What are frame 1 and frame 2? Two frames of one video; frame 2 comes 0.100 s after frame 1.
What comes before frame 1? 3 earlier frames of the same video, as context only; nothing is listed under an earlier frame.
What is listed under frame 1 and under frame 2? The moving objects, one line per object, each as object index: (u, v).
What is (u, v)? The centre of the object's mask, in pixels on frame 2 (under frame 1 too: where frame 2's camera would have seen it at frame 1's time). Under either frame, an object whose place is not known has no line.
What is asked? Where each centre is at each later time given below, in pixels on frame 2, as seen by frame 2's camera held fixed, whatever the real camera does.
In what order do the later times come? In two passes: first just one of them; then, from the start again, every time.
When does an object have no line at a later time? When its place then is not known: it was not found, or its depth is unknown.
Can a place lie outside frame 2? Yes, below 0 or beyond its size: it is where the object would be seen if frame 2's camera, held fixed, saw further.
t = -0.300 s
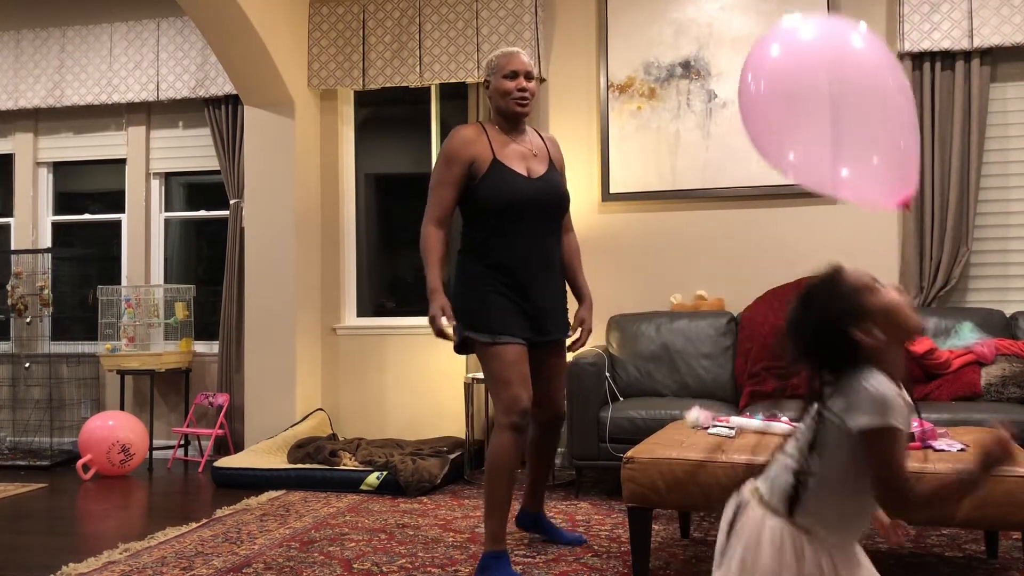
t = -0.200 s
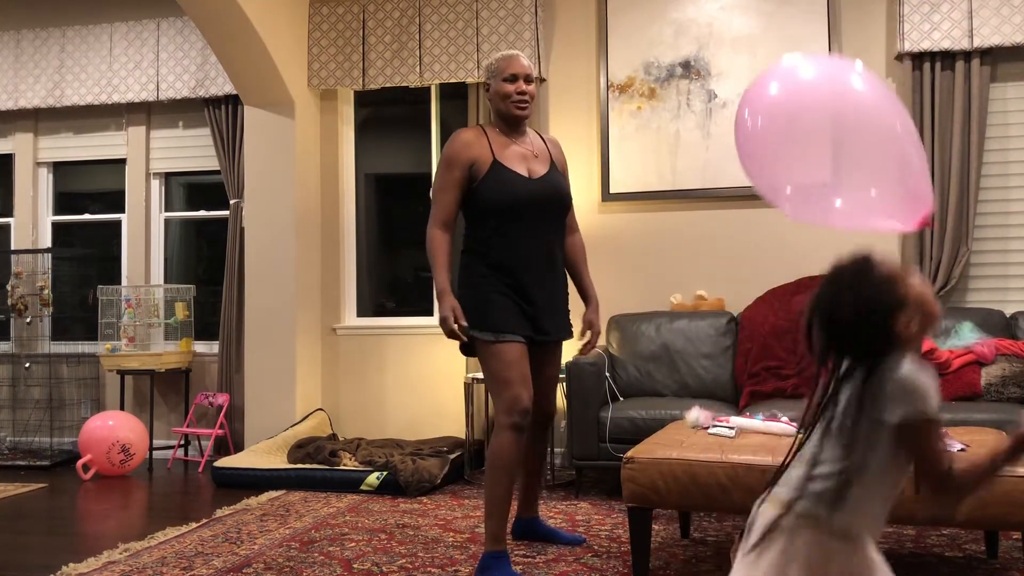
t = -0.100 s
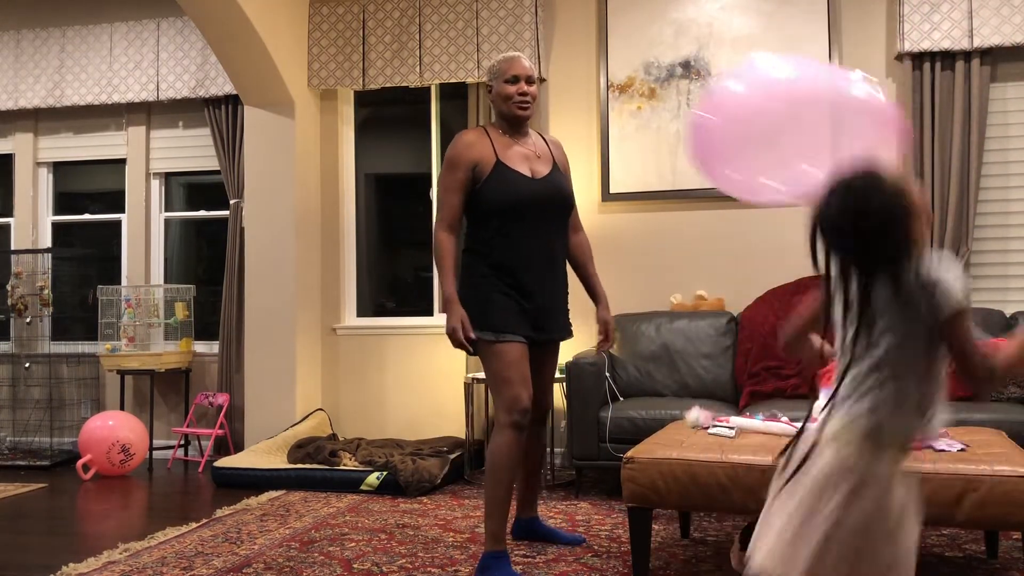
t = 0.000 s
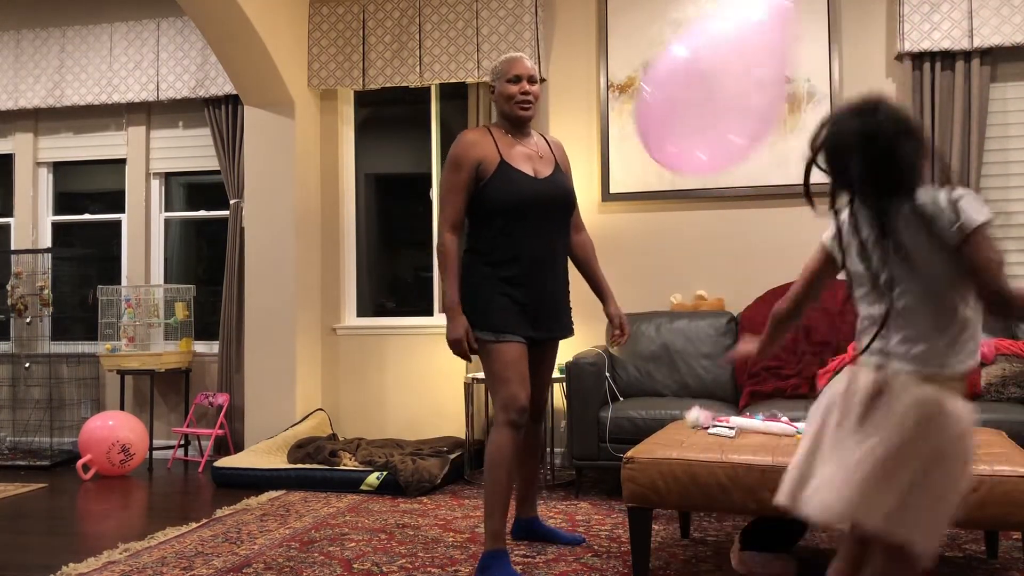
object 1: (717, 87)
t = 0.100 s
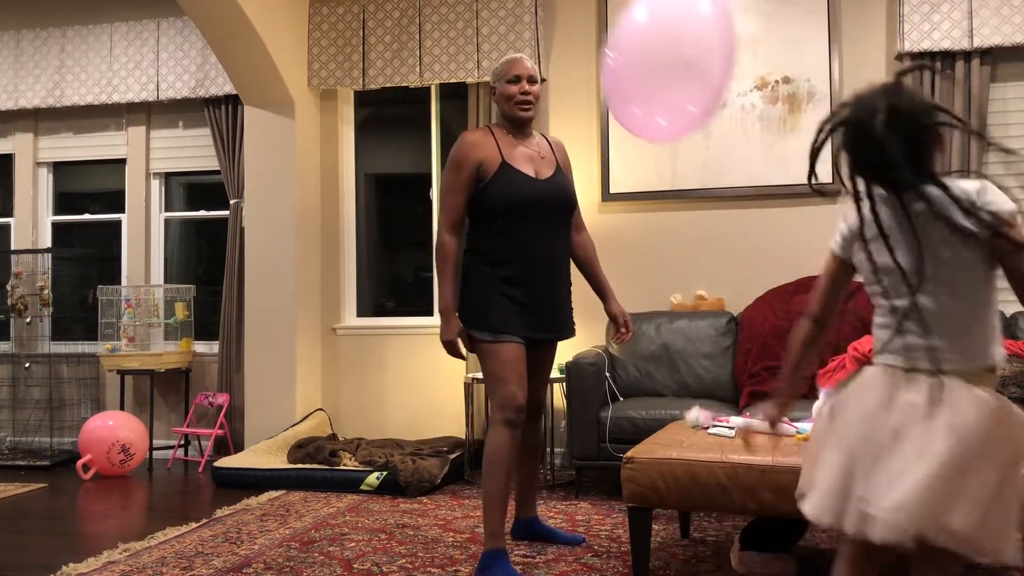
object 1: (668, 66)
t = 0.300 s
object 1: (600, 41)
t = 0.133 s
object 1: (655, 60)
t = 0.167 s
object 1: (644, 55)
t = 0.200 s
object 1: (632, 51)
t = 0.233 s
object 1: (621, 47)
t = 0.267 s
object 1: (610, 43)
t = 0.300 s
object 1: (600, 41)
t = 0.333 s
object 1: (591, 39)
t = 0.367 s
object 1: (582, 37)
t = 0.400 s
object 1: (573, 36)
